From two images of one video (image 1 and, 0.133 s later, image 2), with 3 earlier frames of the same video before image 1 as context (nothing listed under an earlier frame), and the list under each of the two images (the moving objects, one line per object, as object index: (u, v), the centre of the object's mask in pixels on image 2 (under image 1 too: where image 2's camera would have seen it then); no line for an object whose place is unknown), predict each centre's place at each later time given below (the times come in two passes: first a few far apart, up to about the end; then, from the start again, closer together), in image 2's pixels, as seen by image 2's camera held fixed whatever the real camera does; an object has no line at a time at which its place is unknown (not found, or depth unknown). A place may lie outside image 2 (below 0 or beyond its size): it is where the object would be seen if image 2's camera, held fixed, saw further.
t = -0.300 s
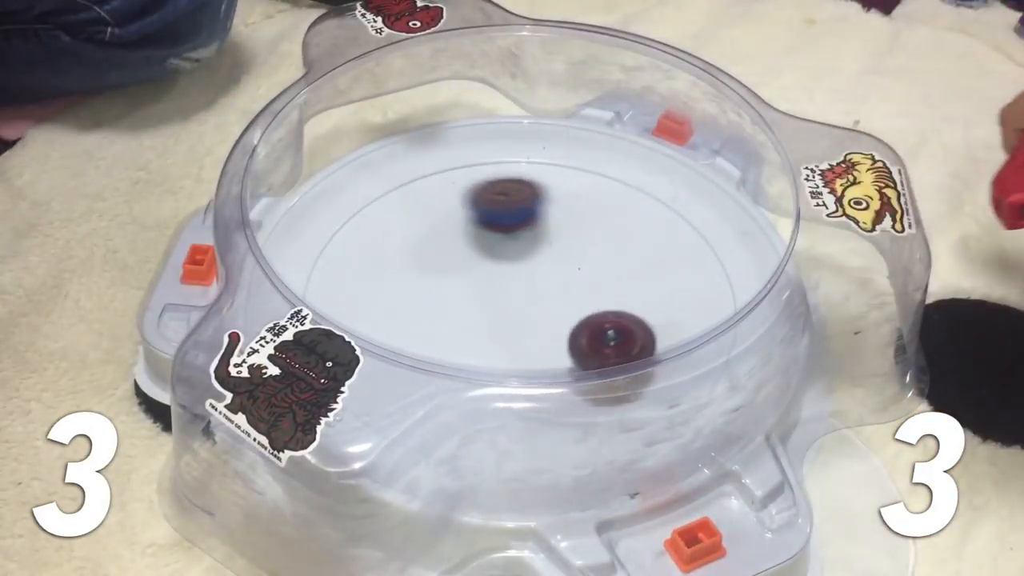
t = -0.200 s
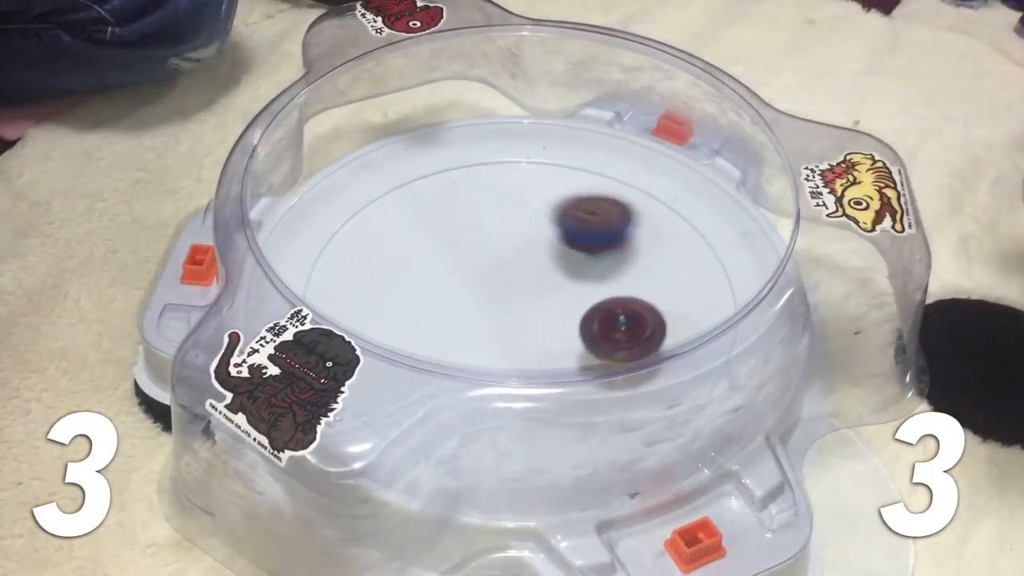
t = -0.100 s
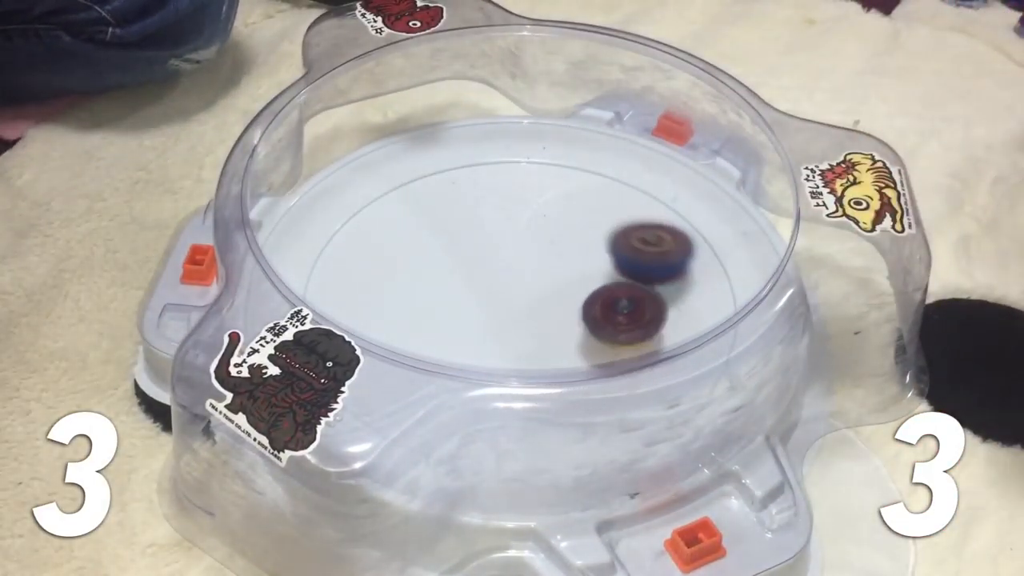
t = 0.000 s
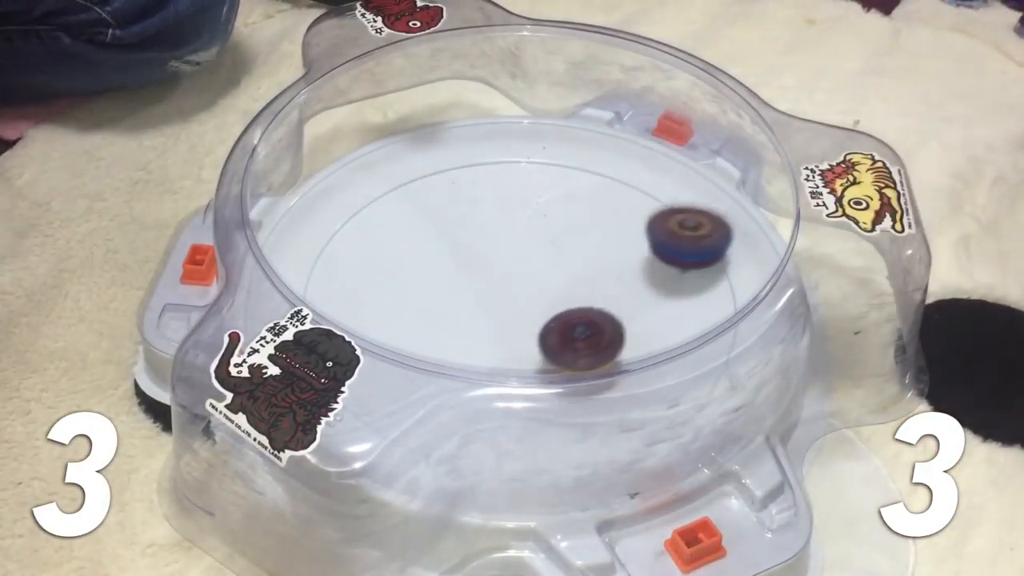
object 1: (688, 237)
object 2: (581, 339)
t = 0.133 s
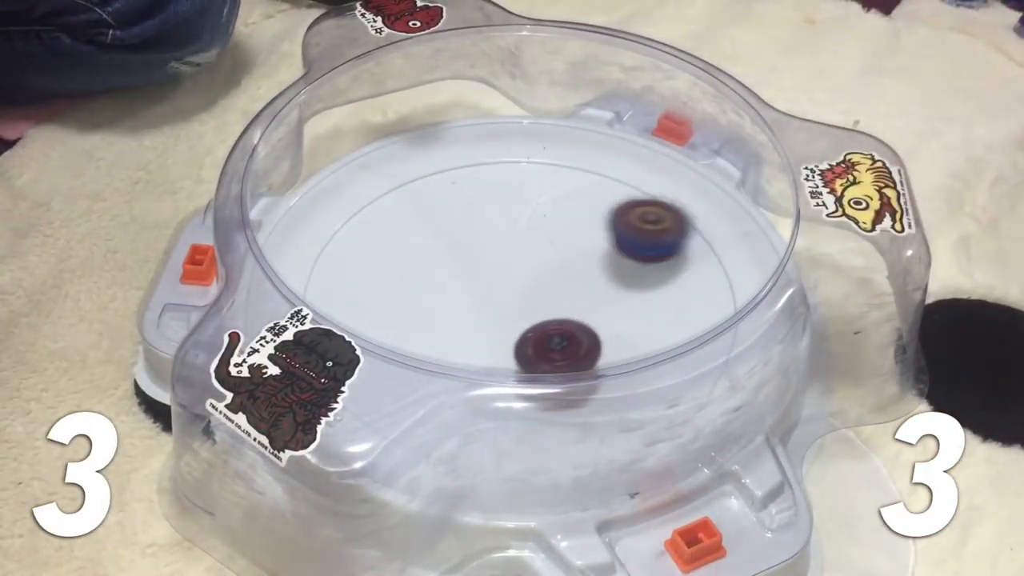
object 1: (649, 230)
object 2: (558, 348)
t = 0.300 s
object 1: (485, 230)
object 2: (537, 357)
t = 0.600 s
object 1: (351, 315)
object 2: (515, 363)
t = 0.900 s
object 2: (828, 235)
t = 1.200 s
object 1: (475, 265)
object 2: (865, 315)
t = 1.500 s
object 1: (563, 195)
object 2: (865, 315)
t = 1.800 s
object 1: (510, 261)
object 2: (865, 314)
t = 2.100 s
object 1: (468, 286)
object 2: (866, 313)
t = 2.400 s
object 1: (524, 219)
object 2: (868, 312)
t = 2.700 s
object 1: (512, 207)
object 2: (869, 312)
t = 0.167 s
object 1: (624, 230)
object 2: (553, 352)
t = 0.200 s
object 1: (595, 231)
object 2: (548, 353)
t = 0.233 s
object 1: (562, 231)
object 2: (544, 356)
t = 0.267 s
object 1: (524, 231)
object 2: (540, 356)
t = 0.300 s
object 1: (485, 230)
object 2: (537, 357)
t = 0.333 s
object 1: (446, 231)
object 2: (534, 358)
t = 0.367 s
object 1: (405, 232)
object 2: (532, 360)
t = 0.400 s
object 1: (367, 234)
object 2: (529, 361)
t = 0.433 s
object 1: (331, 240)
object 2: (526, 362)
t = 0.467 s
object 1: (308, 247)
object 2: (524, 362)
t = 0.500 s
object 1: (310, 262)
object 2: (522, 363)
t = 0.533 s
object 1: (313, 284)
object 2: (520, 363)
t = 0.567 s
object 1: (329, 299)
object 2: (518, 363)
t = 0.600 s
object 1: (351, 315)
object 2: (515, 363)
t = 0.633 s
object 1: (376, 345)
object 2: (512, 362)
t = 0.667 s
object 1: (394, 378)
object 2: (508, 361)
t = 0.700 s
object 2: (507, 359)
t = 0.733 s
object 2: (583, 342)
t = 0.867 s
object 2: (803, 228)
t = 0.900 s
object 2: (828, 235)
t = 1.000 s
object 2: (862, 301)
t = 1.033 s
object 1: (388, 327)
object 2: (864, 313)
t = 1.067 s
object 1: (402, 320)
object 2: (866, 320)
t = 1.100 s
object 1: (420, 307)
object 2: (865, 314)
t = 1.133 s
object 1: (440, 293)
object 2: (865, 316)
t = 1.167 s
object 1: (458, 279)
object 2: (866, 316)
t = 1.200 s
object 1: (475, 265)
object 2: (865, 315)
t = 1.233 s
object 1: (490, 251)
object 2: (866, 316)
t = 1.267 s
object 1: (505, 238)
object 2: (865, 315)
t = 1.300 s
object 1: (518, 227)
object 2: (866, 316)
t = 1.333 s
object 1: (530, 217)
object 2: (865, 315)
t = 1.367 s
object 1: (541, 208)
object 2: (866, 316)
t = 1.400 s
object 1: (549, 202)
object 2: (865, 315)
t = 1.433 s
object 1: (556, 197)
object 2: (865, 315)
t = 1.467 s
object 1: (560, 195)
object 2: (865, 314)
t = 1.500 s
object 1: (563, 195)
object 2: (865, 315)
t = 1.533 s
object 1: (564, 197)
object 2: (864, 314)
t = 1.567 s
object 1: (562, 202)
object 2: (866, 315)
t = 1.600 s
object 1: (559, 208)
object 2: (866, 315)
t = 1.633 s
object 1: (554, 215)
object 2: (865, 314)
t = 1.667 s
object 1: (547, 223)
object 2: (865, 314)
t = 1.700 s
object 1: (539, 233)
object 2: (865, 314)
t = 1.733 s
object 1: (530, 243)
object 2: (865, 314)
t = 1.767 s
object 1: (520, 252)
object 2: (865, 314)
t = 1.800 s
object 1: (510, 261)
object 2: (865, 314)
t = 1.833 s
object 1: (500, 269)
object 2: (865, 314)
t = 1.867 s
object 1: (491, 276)
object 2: (865, 314)
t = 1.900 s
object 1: (482, 281)
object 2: (865, 314)
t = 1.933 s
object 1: (476, 286)
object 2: (865, 314)
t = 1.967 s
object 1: (470, 289)
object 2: (865, 313)
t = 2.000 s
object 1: (467, 291)
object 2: (865, 313)
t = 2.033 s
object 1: (465, 291)
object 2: (867, 314)
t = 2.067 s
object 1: (466, 289)
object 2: (866, 313)
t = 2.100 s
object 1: (468, 286)
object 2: (866, 313)
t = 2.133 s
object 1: (472, 282)
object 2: (866, 312)
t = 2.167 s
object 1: (478, 276)
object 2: (866, 312)
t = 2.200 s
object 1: (484, 270)
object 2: (866, 312)
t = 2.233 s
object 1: (492, 262)
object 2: (866, 312)
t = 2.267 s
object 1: (499, 253)
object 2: (866, 312)
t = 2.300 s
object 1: (506, 245)
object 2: (866, 312)
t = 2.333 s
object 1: (513, 235)
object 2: (867, 312)
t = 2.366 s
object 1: (519, 227)
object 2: (867, 312)
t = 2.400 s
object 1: (524, 219)
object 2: (868, 312)
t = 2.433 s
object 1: (527, 213)
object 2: (868, 312)
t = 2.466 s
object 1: (529, 207)
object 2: (868, 312)
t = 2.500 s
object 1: (529, 203)
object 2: (868, 312)
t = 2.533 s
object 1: (528, 200)
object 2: (868, 311)
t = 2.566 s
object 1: (526, 198)
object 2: (868, 311)
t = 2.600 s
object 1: (523, 198)
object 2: (868, 311)
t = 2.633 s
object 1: (519, 200)
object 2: (869, 312)
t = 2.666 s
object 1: (515, 203)
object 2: (869, 312)
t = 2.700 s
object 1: (512, 207)
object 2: (869, 312)
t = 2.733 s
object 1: (509, 212)
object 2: (869, 312)
